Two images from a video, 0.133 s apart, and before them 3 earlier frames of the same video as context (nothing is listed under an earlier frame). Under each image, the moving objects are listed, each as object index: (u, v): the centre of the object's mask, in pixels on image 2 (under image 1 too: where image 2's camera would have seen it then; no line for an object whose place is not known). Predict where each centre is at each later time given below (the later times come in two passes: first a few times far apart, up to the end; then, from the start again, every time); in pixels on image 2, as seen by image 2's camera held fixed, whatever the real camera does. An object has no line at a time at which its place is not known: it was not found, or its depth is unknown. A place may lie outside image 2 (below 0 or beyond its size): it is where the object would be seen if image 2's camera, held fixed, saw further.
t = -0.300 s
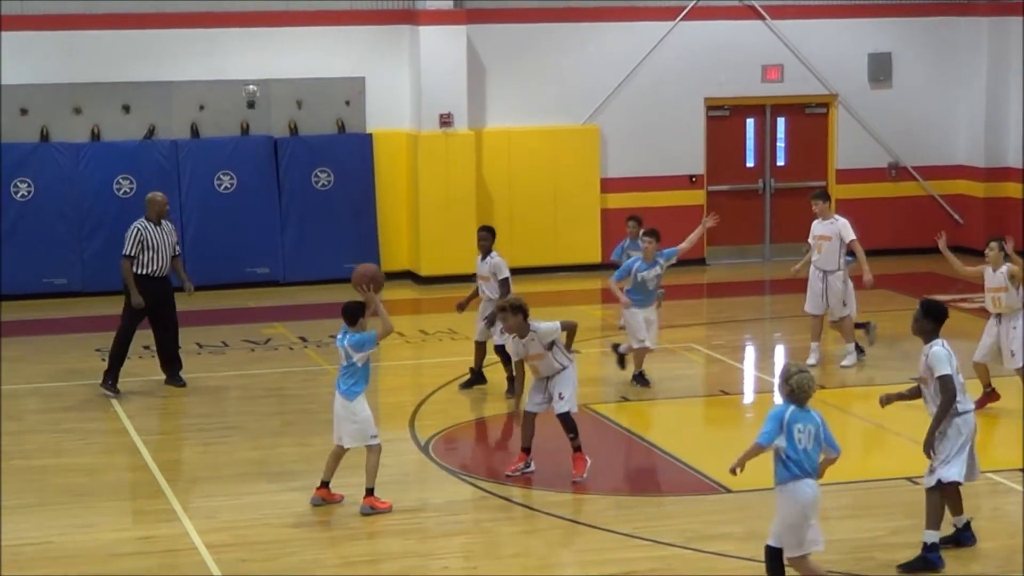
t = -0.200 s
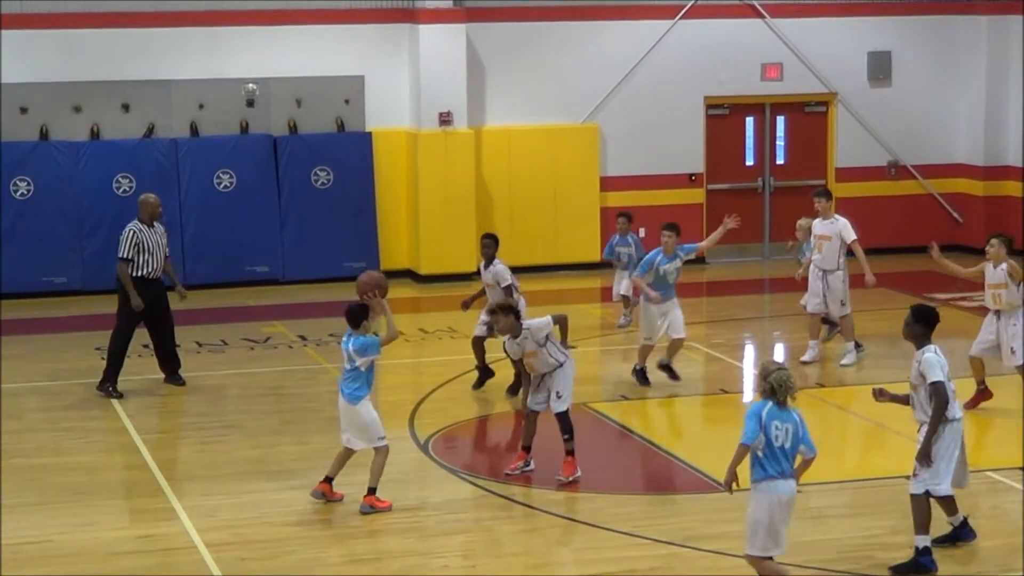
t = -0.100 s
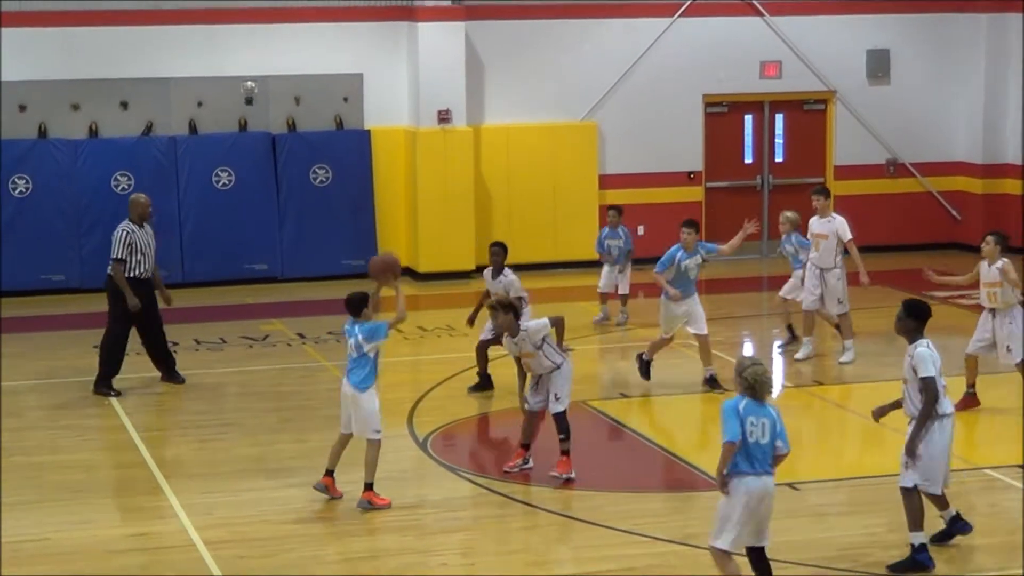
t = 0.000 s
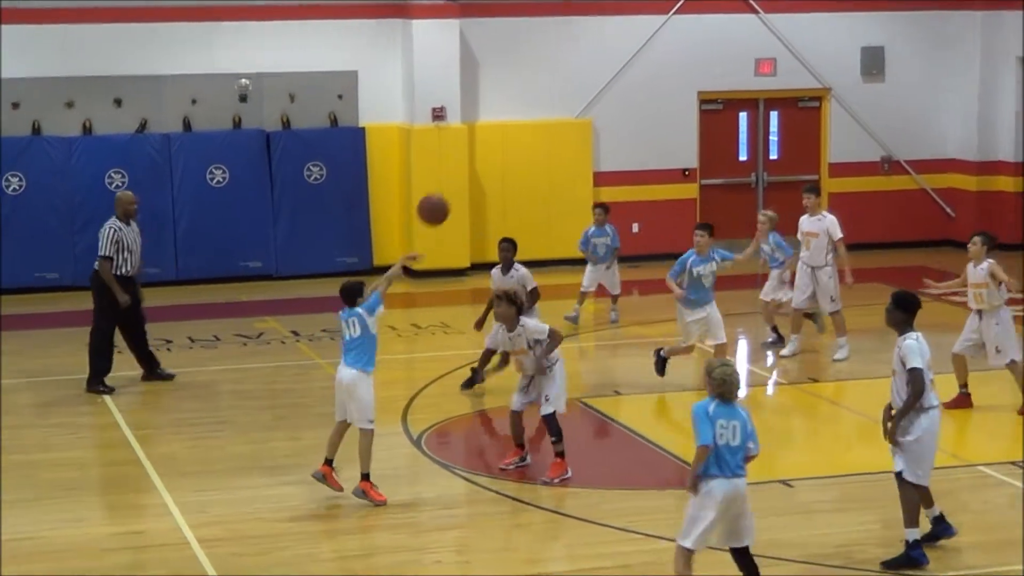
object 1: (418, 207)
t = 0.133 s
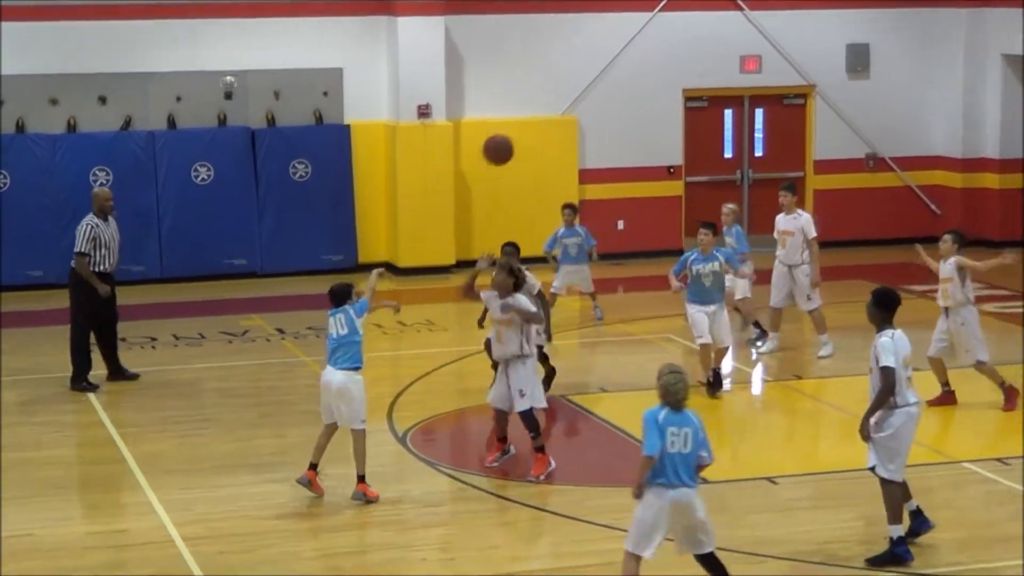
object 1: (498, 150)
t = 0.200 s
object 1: (536, 131)
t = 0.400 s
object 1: (641, 109)
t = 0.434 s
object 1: (657, 110)
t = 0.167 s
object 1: (517, 139)
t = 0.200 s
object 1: (536, 131)
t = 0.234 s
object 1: (555, 125)
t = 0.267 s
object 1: (573, 119)
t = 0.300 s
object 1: (590, 114)
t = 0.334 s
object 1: (607, 111)
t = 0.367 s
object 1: (624, 109)
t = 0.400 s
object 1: (641, 109)
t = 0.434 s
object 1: (657, 110)
